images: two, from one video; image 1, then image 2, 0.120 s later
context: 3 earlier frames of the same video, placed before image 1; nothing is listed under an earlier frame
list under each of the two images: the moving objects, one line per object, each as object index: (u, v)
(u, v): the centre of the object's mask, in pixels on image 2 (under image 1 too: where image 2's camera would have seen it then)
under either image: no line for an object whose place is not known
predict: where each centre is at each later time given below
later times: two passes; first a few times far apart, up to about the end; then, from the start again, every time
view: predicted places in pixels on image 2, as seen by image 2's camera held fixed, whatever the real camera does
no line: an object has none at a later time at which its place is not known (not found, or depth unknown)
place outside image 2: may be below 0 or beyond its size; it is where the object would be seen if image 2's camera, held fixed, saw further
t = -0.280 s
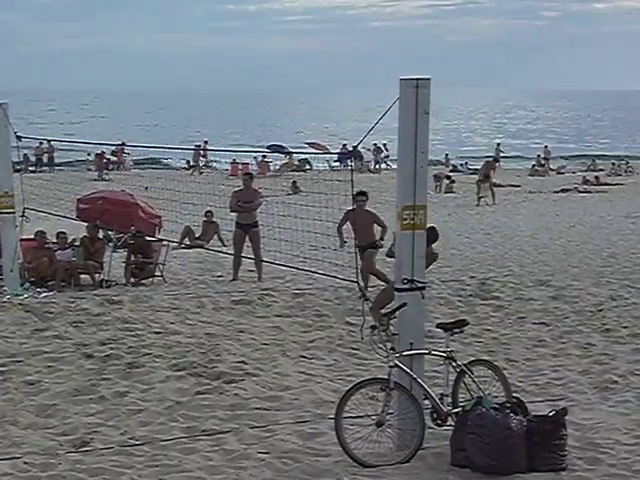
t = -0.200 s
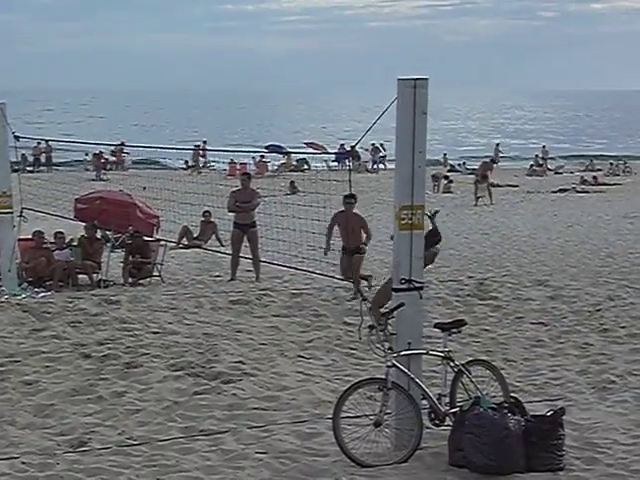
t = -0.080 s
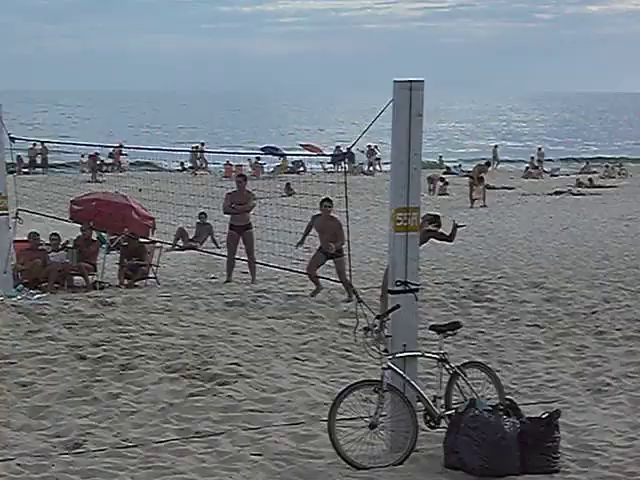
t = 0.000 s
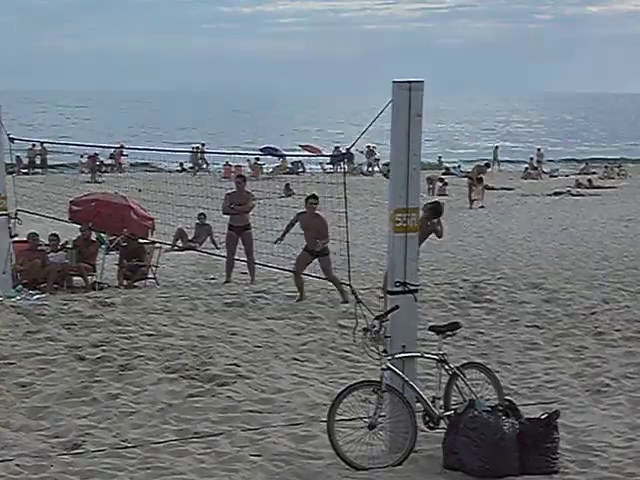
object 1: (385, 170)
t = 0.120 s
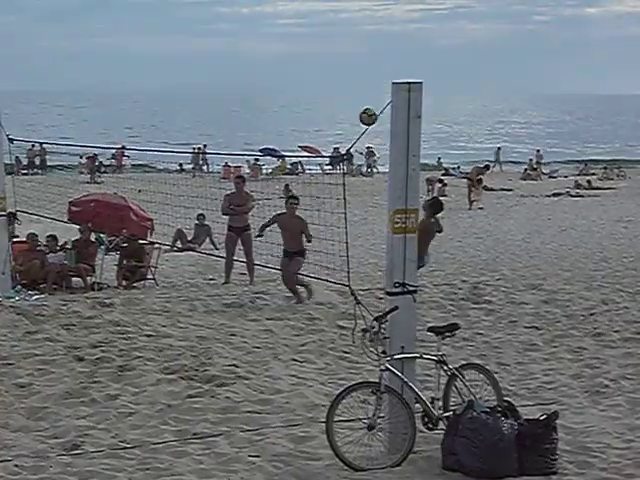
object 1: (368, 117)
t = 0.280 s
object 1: (341, 64)
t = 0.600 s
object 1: (290, 26)
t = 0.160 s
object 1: (361, 102)
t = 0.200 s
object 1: (354, 88)
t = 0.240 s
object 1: (347, 76)
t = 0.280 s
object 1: (341, 64)
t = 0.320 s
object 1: (333, 55)
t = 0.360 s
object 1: (327, 47)
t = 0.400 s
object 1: (321, 40)
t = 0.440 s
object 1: (315, 35)
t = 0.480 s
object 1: (308, 30)
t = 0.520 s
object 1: (302, 28)
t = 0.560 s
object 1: (297, 26)
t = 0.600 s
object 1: (290, 26)
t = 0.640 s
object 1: (285, 28)
